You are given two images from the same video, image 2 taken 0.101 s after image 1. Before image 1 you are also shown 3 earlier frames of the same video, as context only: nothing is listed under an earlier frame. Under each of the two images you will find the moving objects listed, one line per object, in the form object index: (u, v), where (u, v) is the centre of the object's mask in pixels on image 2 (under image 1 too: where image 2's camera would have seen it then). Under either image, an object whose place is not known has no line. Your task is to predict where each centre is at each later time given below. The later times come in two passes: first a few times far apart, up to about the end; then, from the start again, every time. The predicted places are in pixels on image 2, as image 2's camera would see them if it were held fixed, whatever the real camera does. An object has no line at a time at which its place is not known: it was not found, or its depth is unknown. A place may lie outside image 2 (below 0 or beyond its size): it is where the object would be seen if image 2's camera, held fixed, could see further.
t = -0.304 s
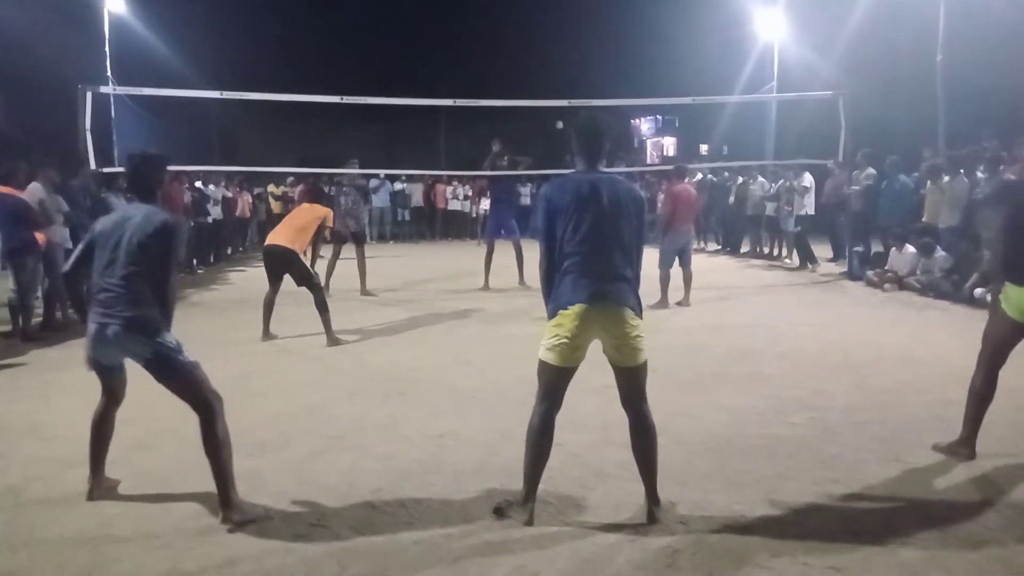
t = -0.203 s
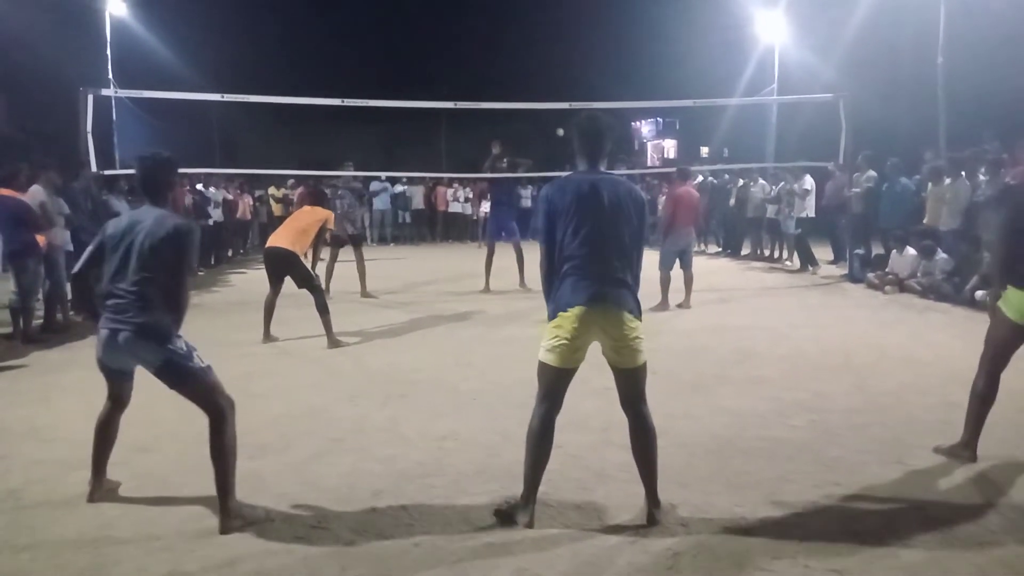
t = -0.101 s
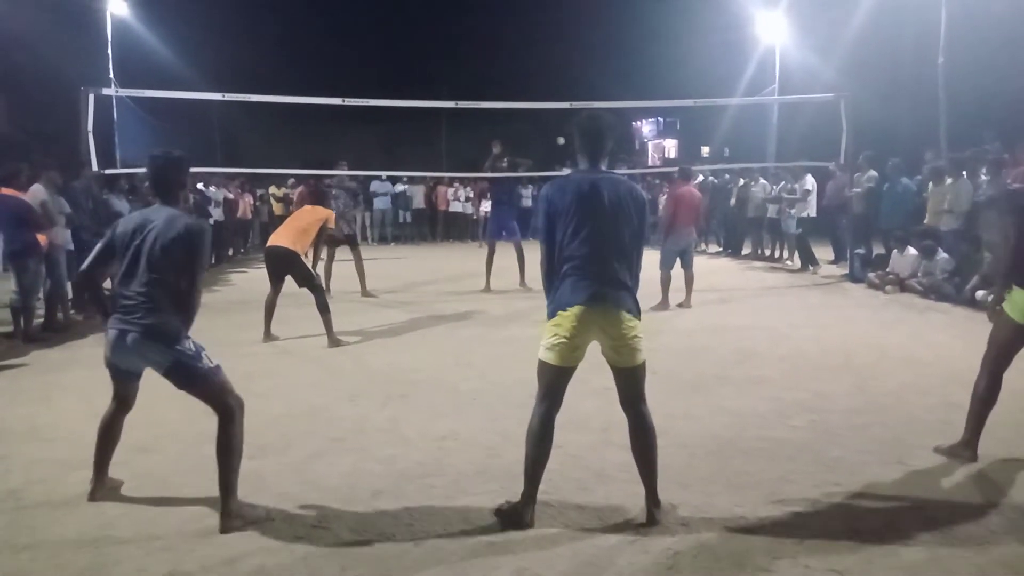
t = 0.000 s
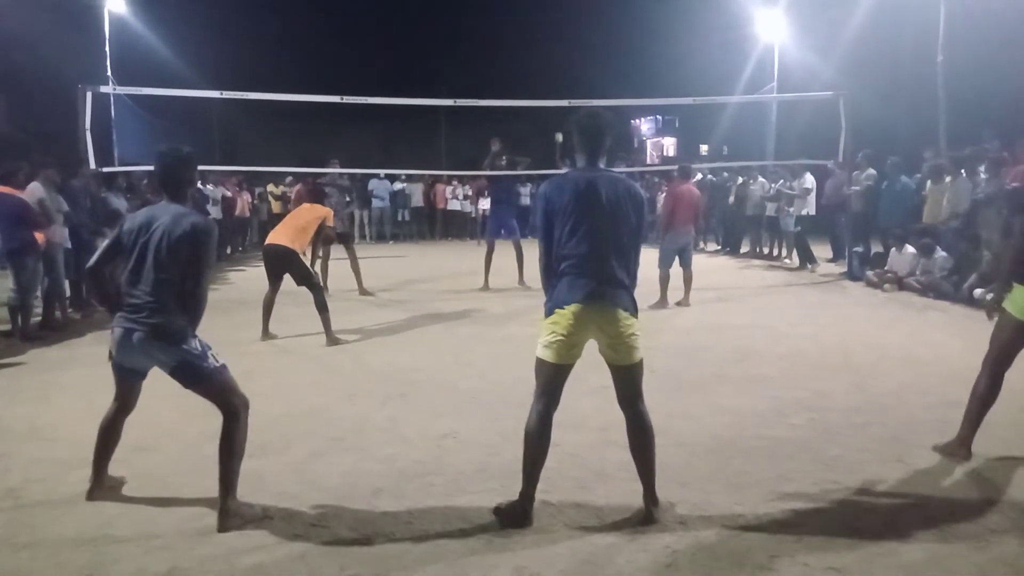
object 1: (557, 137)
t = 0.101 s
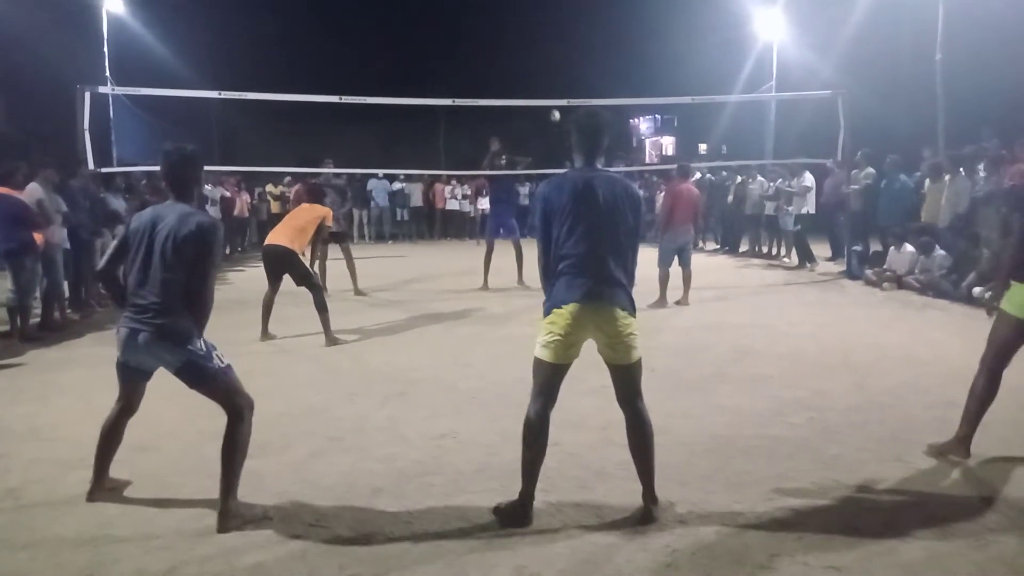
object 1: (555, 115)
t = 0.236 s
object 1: (549, 90)
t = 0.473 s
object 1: (527, 60)
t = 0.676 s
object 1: (480, 71)
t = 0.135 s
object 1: (554, 110)
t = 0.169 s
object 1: (553, 103)
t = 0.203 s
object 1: (551, 95)
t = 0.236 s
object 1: (549, 90)
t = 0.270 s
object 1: (547, 84)
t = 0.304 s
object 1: (545, 78)
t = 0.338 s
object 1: (542, 73)
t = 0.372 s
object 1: (539, 69)
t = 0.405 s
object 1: (536, 65)
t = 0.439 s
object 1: (532, 62)
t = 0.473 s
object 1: (527, 60)
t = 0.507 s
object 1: (522, 58)
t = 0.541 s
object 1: (516, 57)
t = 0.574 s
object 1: (509, 58)
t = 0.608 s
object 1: (501, 60)
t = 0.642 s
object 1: (491, 64)
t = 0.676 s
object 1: (480, 71)
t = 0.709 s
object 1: (467, 81)
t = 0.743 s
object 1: (453, 91)
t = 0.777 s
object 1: (435, 109)
